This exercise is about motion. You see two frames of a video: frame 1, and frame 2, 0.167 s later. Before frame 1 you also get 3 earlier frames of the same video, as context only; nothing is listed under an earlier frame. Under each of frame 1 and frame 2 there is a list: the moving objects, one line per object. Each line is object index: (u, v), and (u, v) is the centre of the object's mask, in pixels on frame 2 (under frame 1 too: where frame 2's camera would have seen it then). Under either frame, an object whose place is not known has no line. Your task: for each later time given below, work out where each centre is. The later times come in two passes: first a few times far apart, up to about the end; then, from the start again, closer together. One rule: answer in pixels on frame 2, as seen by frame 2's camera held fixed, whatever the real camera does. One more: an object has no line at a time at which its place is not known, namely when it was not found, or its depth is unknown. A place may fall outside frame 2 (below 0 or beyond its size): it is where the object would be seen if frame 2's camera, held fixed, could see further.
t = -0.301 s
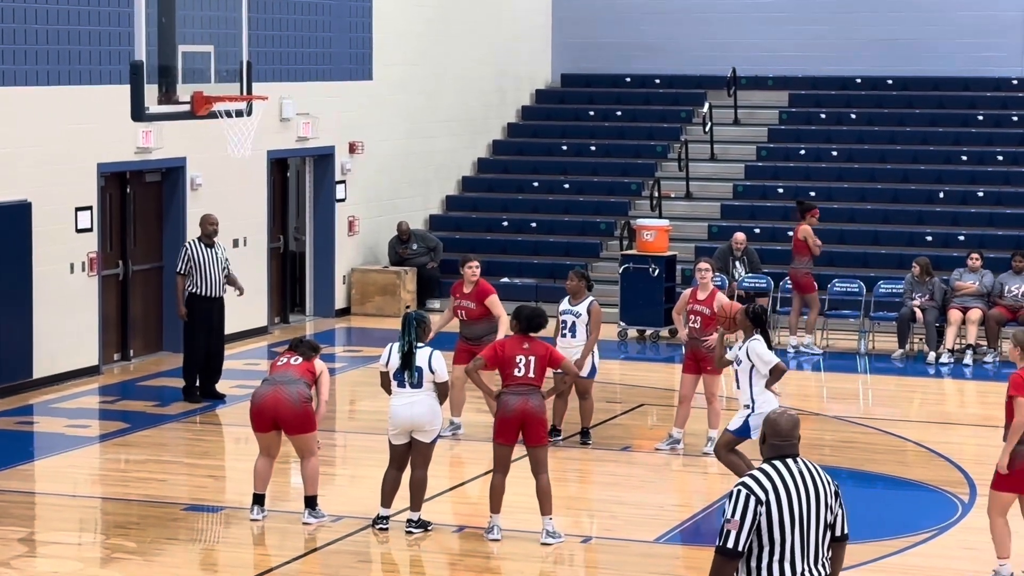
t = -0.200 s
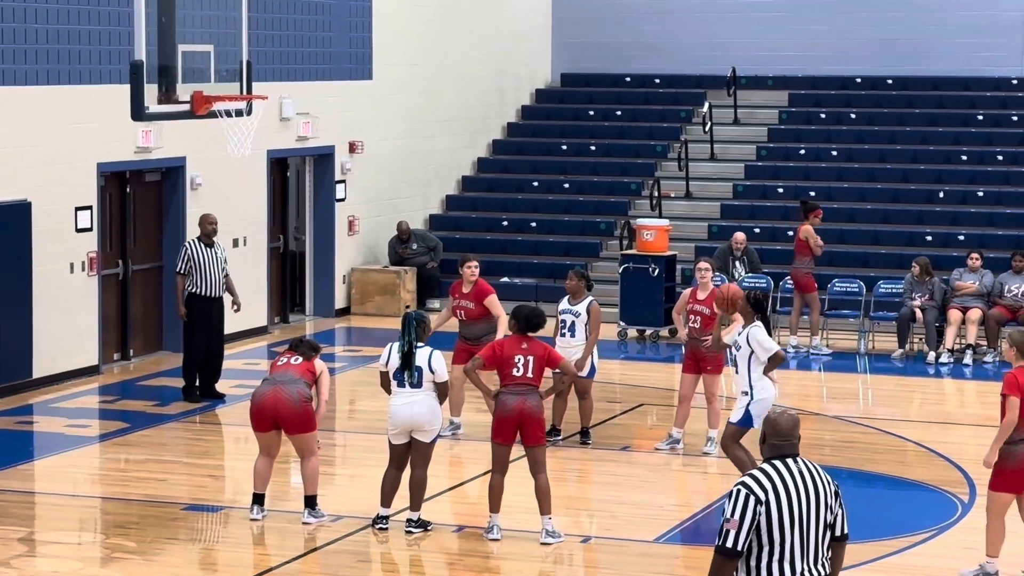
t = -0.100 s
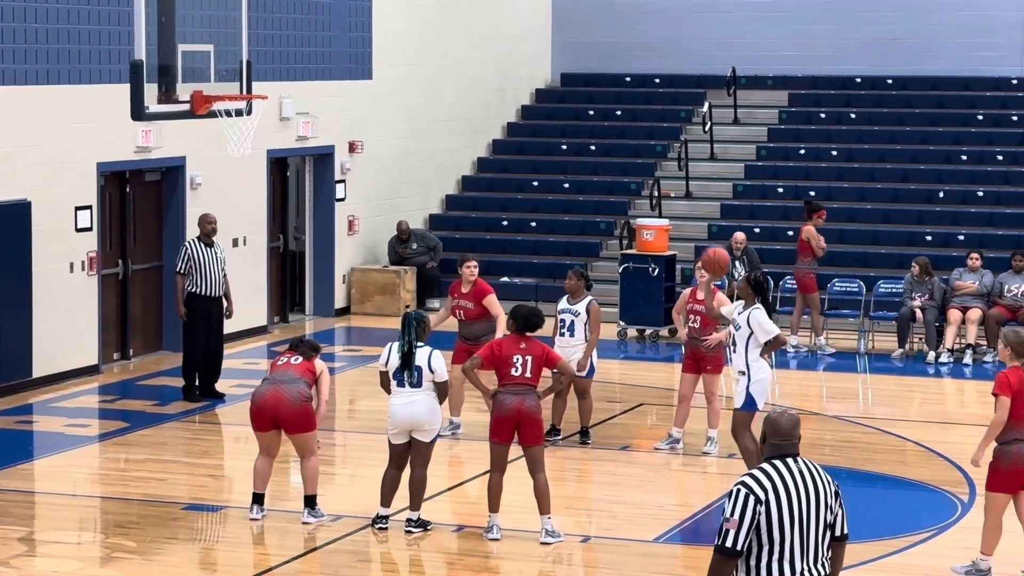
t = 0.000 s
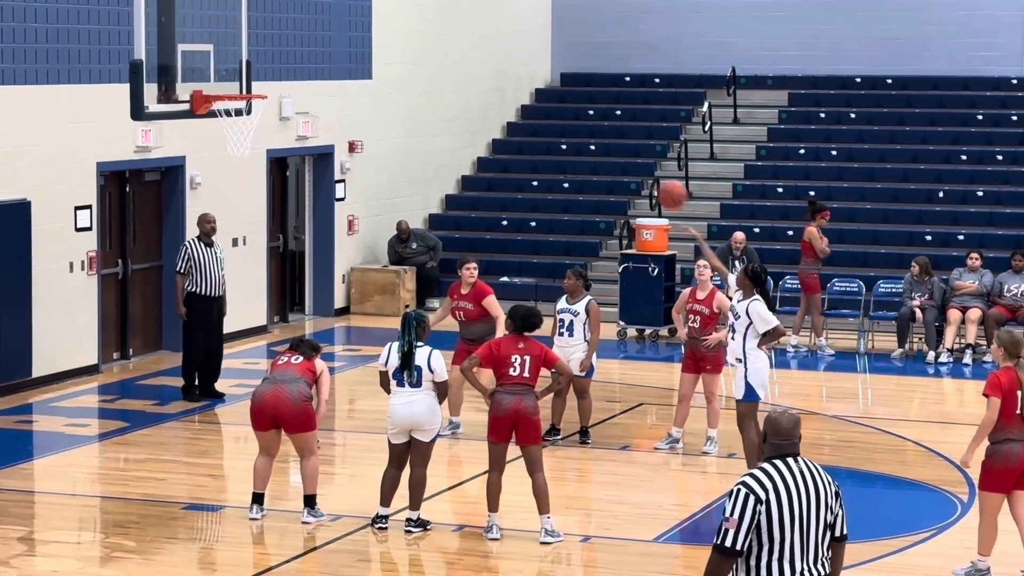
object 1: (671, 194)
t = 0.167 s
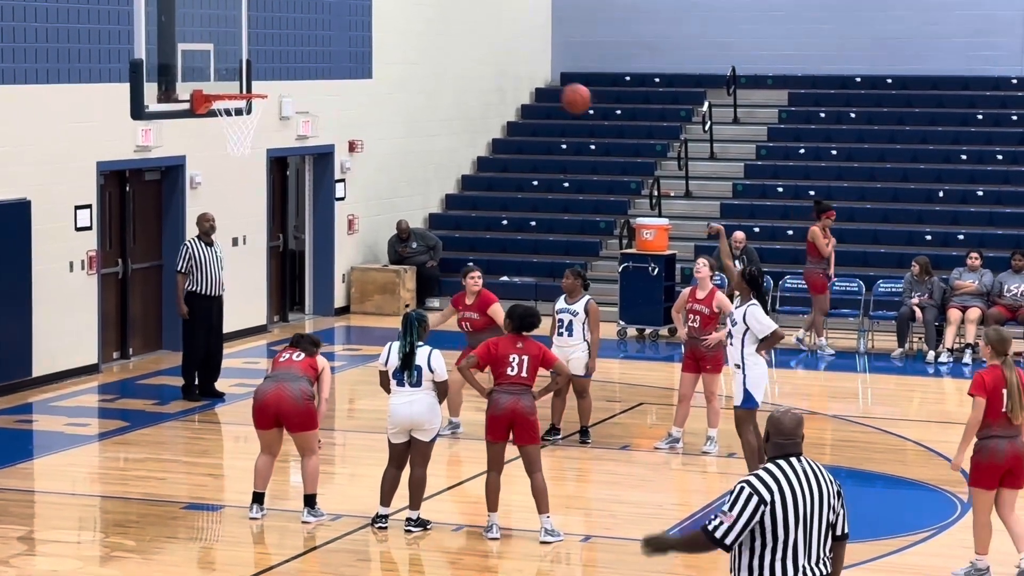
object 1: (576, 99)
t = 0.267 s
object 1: (519, 59)
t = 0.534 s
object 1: (373, 15)
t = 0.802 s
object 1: (234, 59)
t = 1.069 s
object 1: (190, 73)
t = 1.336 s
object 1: (184, 124)
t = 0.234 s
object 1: (538, 71)
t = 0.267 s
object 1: (519, 59)
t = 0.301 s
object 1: (501, 49)
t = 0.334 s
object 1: (482, 40)
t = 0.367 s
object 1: (464, 32)
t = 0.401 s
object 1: (445, 26)
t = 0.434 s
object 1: (427, 21)
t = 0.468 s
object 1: (409, 18)
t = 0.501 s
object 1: (391, 16)
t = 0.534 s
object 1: (373, 15)
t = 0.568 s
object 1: (355, 16)
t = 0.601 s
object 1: (338, 18)
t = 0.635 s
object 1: (320, 22)
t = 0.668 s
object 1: (303, 26)
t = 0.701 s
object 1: (285, 32)
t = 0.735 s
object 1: (268, 40)
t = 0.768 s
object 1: (252, 49)
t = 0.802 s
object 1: (234, 59)
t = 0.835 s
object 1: (218, 70)
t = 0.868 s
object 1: (201, 83)
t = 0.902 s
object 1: (197, 87)
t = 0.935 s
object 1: (192, 80)
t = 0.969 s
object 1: (191, 77)
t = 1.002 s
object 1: (191, 74)
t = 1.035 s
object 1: (190, 73)
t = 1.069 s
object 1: (190, 73)
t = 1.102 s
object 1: (189, 75)
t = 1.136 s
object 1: (188, 78)
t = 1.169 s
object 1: (188, 82)
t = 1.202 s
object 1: (187, 88)
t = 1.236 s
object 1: (187, 95)
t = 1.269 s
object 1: (186, 103)
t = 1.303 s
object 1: (185, 113)
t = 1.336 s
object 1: (184, 124)
